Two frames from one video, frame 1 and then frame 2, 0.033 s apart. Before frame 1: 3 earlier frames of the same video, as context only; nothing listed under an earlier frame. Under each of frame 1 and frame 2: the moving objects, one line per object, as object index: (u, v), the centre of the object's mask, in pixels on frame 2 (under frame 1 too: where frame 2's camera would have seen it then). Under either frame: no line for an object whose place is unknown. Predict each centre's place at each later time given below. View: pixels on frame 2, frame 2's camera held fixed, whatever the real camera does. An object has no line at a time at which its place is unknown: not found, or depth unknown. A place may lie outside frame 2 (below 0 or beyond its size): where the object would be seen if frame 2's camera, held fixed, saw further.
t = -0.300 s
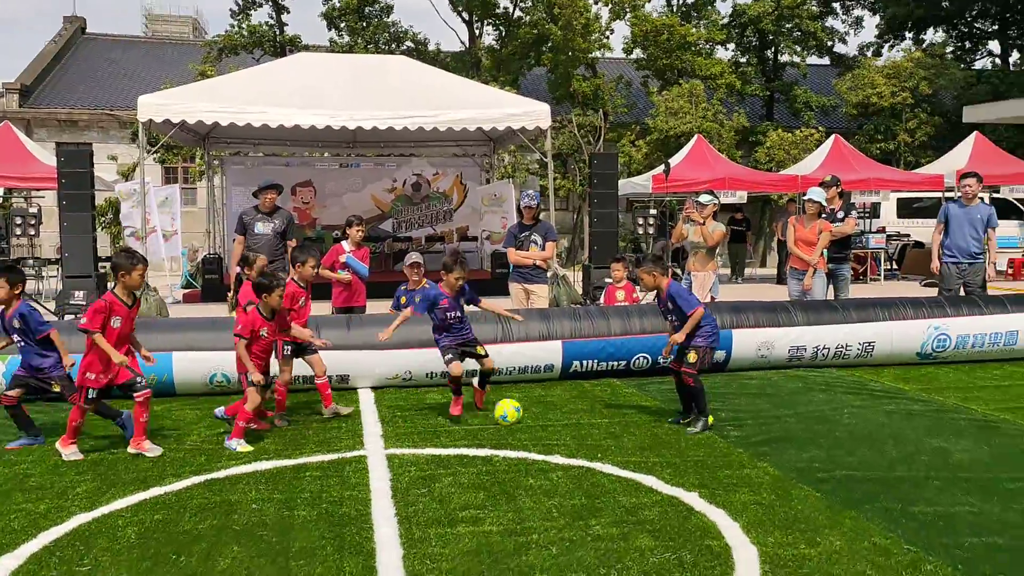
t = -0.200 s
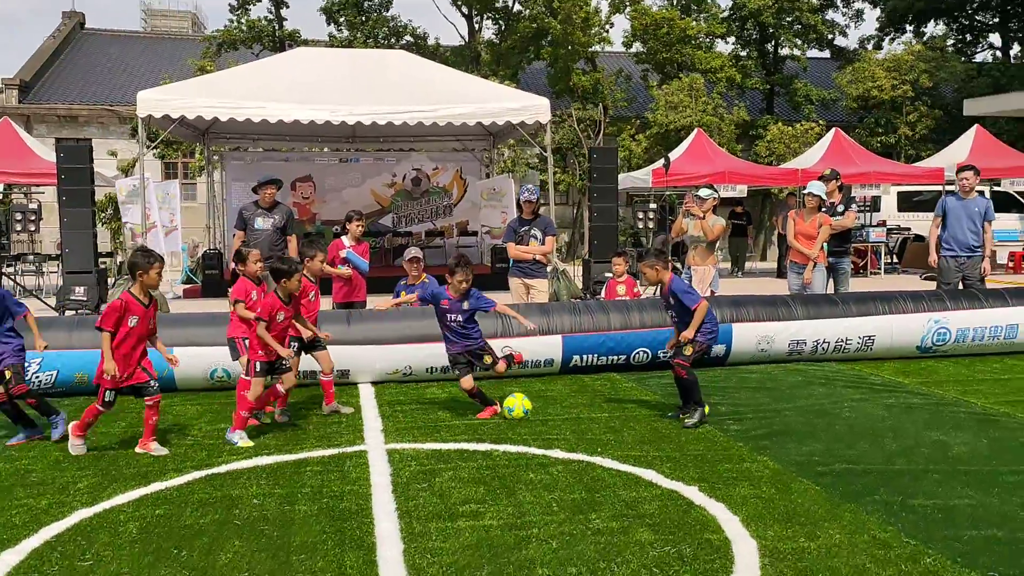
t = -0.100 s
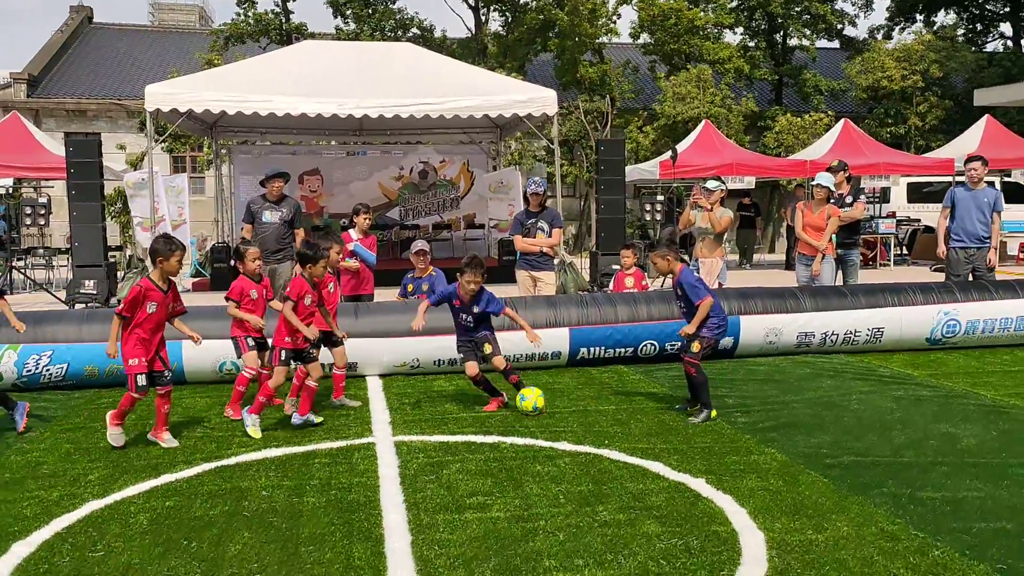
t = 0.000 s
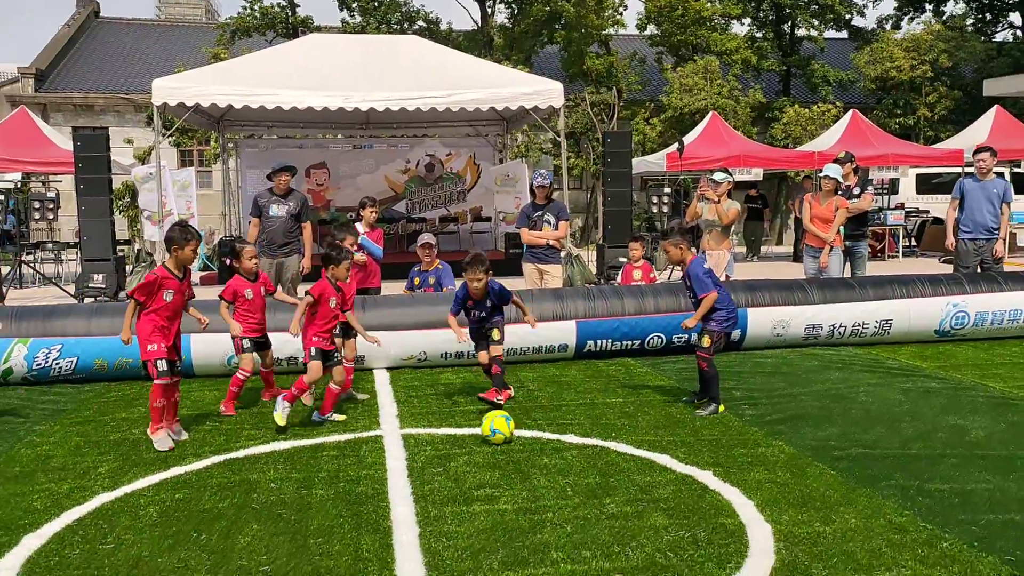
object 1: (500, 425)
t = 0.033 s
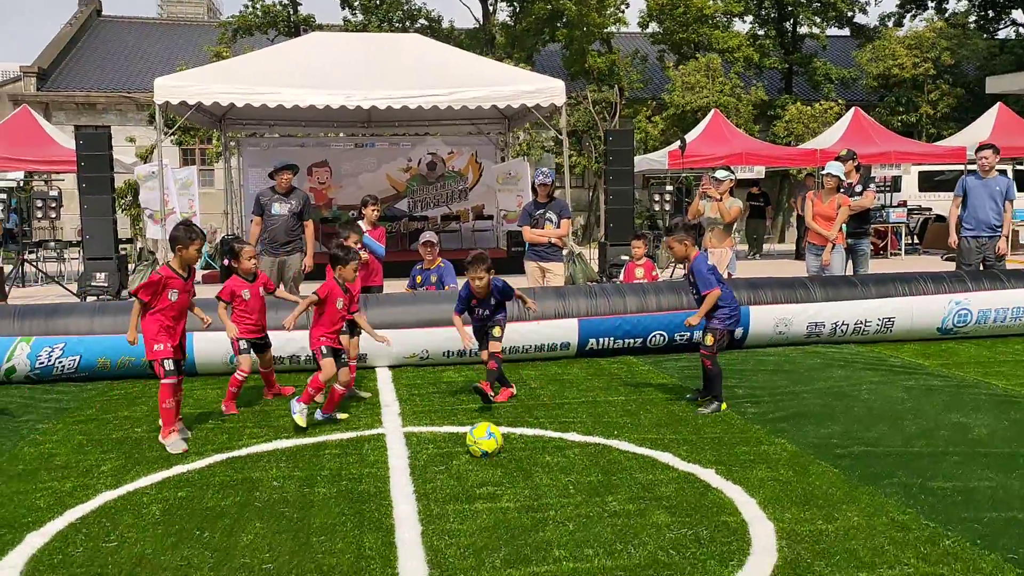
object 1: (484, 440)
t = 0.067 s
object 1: (469, 452)
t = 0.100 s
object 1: (452, 467)
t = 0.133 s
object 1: (434, 484)
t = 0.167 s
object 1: (416, 498)
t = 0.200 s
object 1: (397, 512)
